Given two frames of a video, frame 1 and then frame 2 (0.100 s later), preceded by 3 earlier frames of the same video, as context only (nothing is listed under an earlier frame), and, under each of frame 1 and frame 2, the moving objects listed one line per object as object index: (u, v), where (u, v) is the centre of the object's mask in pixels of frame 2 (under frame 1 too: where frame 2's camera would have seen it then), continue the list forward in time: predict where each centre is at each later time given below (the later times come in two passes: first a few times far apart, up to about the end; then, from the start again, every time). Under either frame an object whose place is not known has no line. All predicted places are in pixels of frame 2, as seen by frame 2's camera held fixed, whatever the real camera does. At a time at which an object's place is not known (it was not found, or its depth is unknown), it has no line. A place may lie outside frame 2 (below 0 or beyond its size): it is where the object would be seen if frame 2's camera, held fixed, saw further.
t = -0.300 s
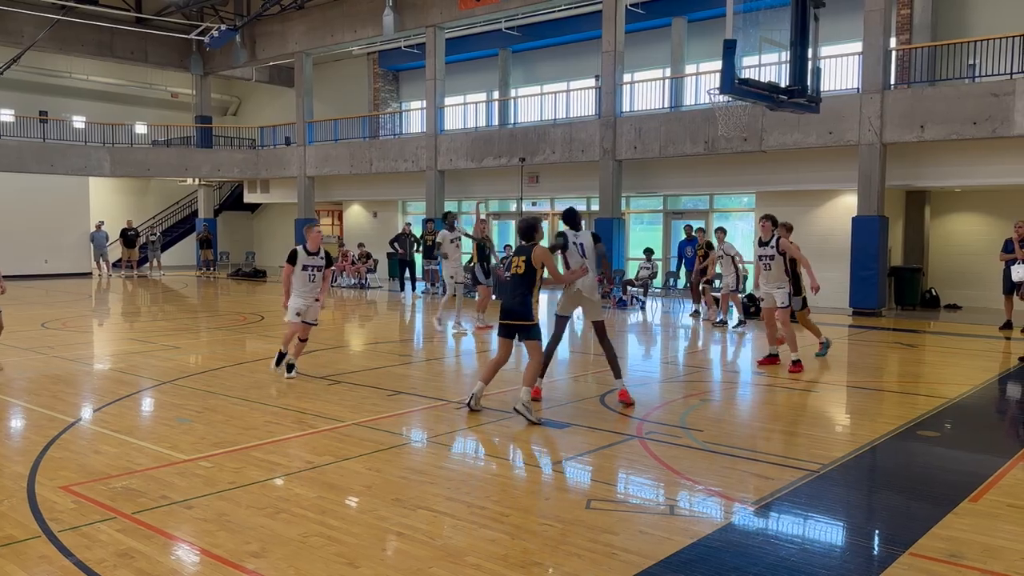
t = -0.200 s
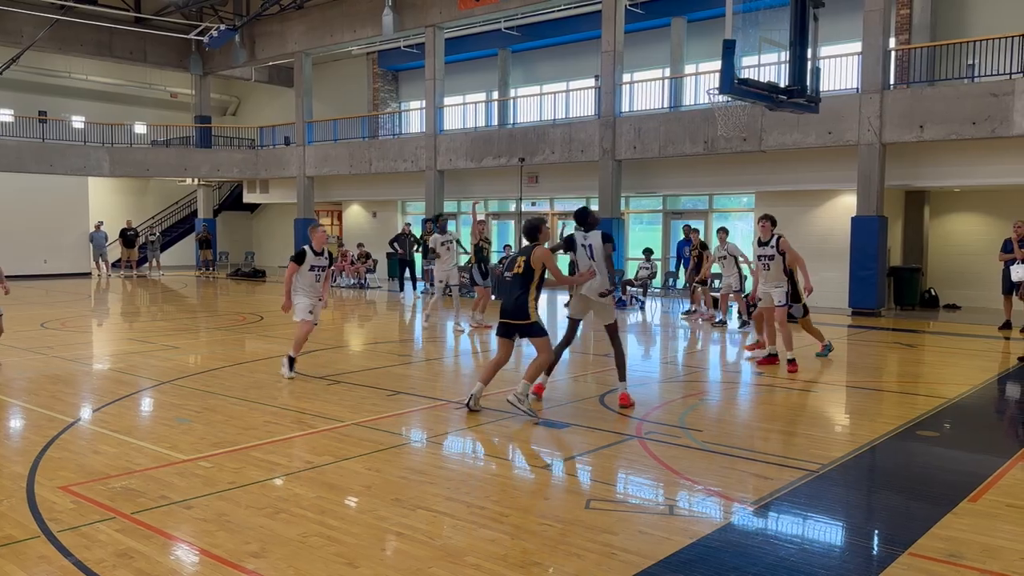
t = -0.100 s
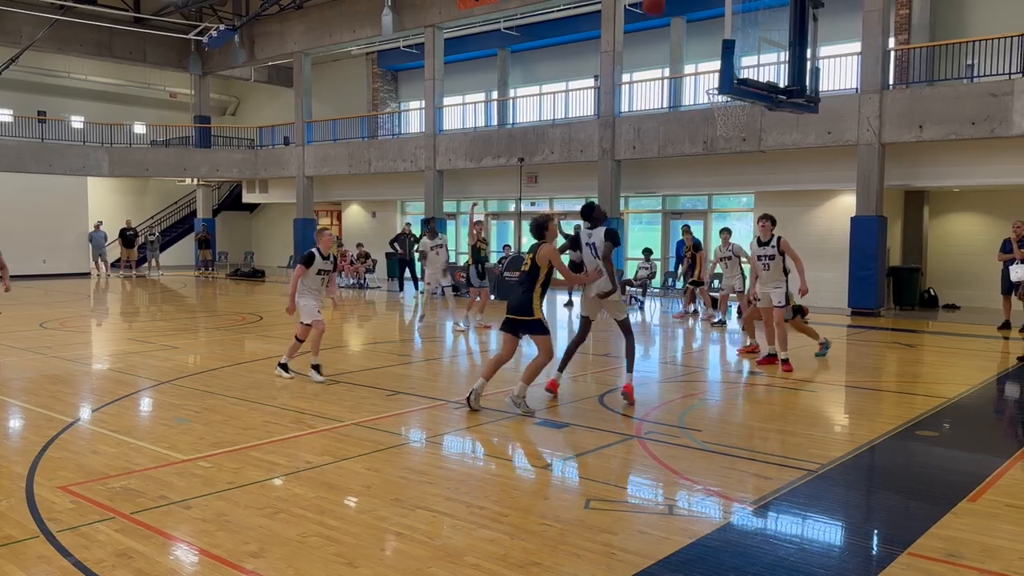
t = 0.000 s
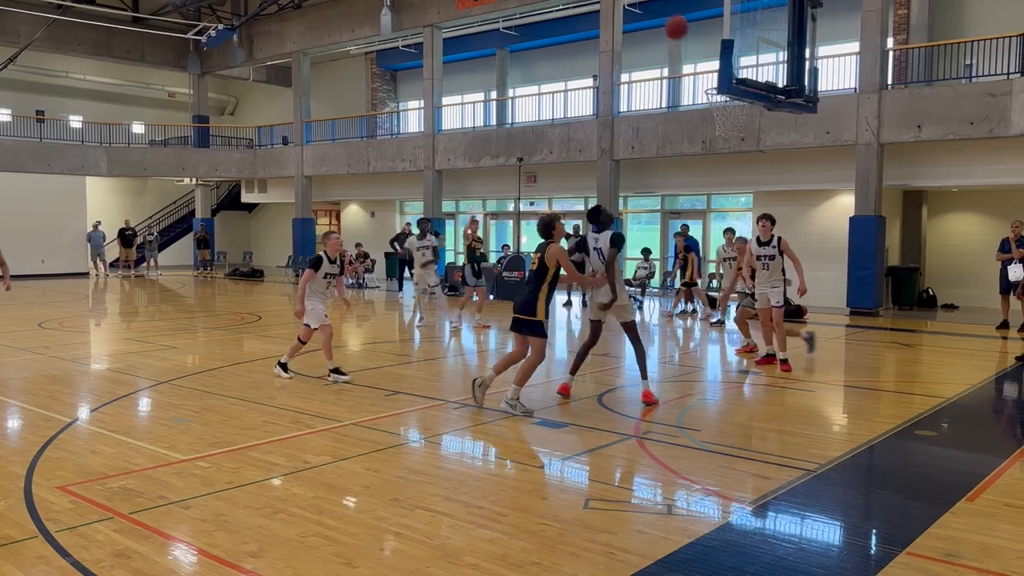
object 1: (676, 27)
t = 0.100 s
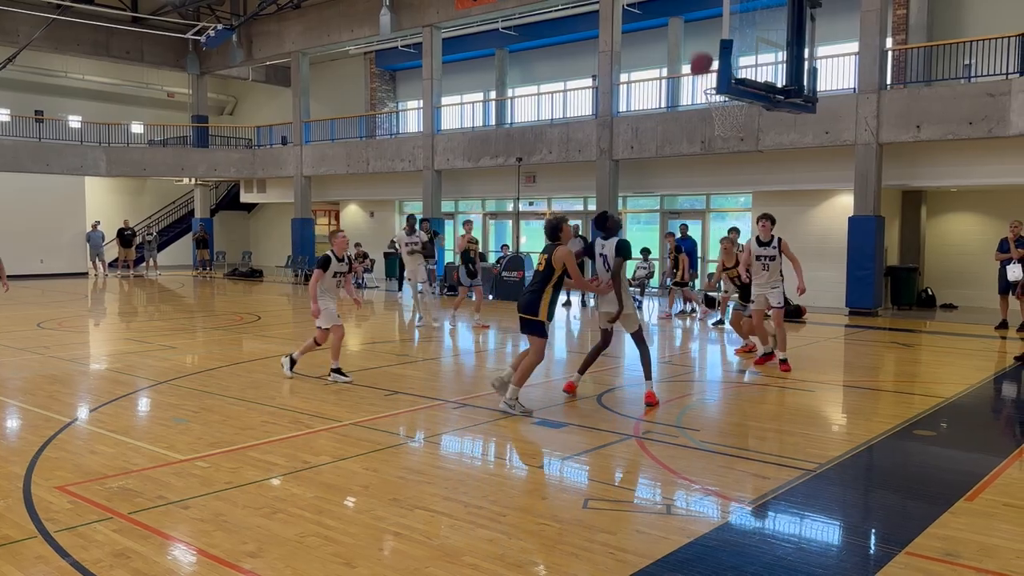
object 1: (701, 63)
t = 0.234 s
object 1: (704, 52)
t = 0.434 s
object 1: (692, 32)
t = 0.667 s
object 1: (672, 69)
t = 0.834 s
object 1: (654, 152)
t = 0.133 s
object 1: (708, 77)
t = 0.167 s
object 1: (707, 68)
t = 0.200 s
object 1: (706, 60)
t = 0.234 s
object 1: (704, 52)
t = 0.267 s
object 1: (702, 46)
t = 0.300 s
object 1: (700, 41)
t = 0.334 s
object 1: (698, 37)
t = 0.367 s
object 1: (696, 34)
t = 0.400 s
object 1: (694, 32)
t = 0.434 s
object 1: (692, 32)
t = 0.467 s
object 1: (689, 33)
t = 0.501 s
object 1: (687, 35)
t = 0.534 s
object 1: (684, 39)
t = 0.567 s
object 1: (681, 44)
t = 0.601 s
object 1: (678, 51)
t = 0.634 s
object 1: (675, 59)
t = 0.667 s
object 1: (672, 69)
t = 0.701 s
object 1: (669, 84)
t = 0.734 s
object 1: (665, 98)
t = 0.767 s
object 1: (661, 115)
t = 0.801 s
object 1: (658, 133)
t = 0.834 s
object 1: (654, 152)
